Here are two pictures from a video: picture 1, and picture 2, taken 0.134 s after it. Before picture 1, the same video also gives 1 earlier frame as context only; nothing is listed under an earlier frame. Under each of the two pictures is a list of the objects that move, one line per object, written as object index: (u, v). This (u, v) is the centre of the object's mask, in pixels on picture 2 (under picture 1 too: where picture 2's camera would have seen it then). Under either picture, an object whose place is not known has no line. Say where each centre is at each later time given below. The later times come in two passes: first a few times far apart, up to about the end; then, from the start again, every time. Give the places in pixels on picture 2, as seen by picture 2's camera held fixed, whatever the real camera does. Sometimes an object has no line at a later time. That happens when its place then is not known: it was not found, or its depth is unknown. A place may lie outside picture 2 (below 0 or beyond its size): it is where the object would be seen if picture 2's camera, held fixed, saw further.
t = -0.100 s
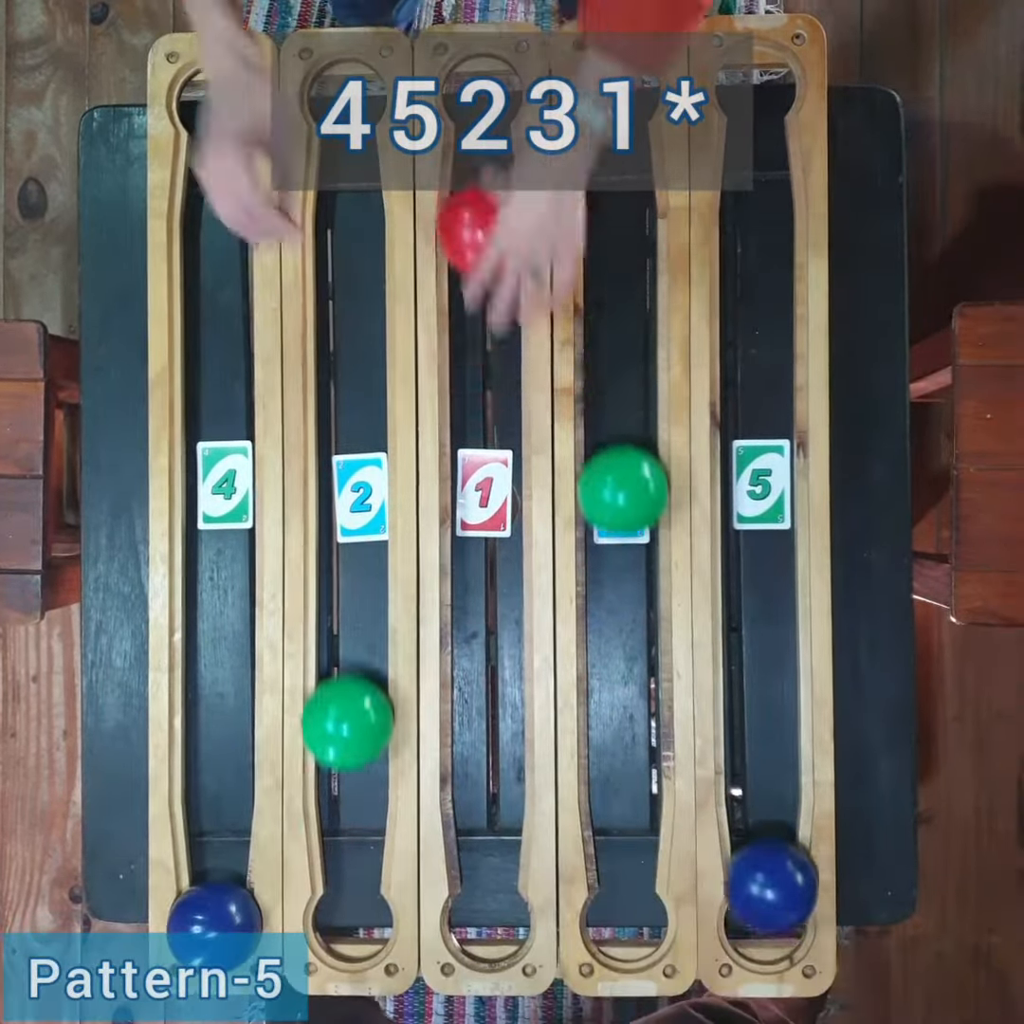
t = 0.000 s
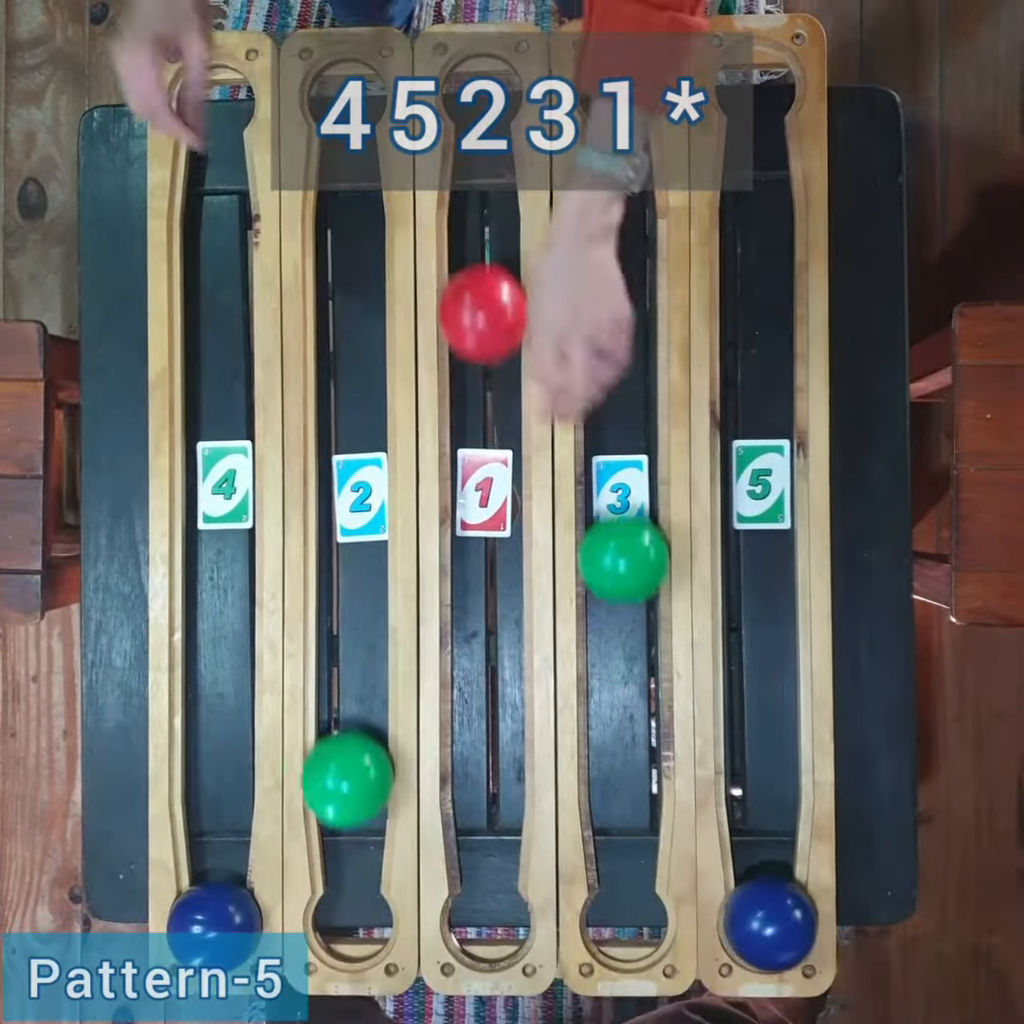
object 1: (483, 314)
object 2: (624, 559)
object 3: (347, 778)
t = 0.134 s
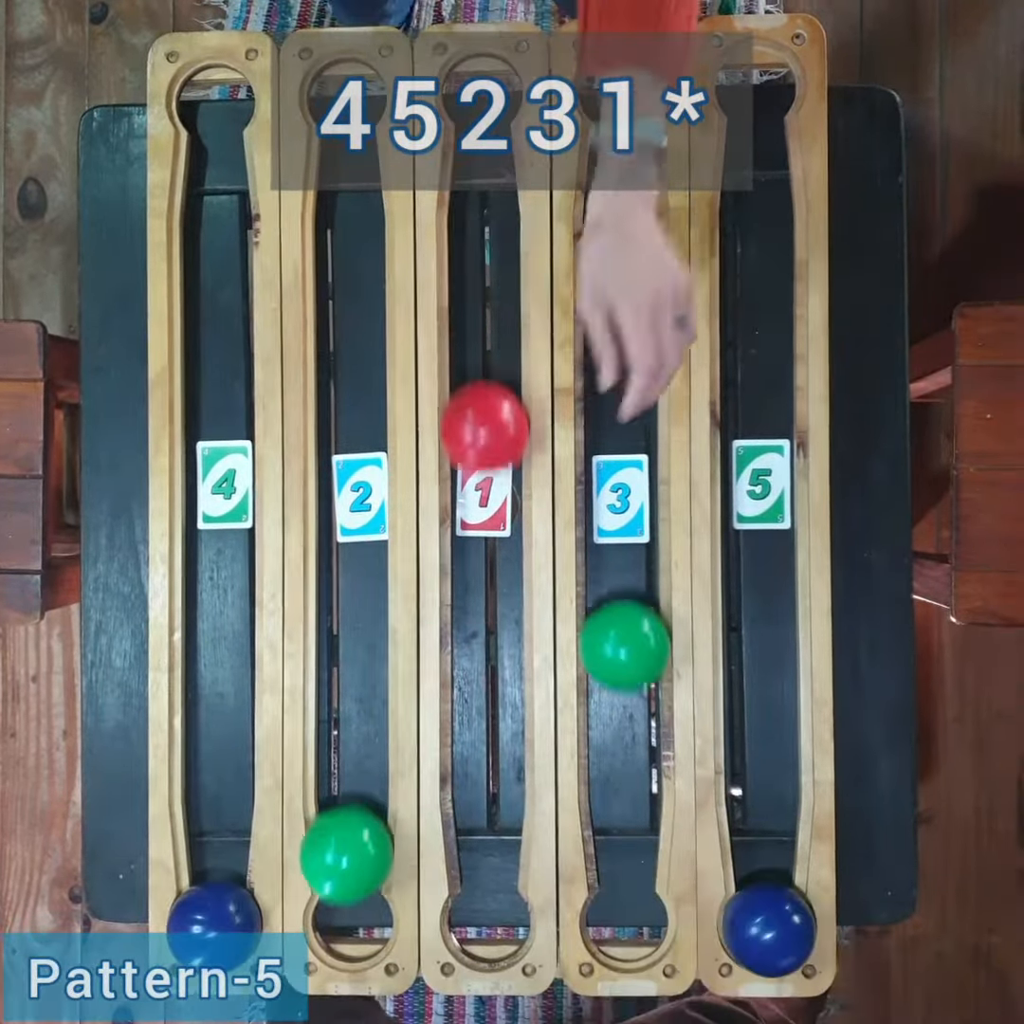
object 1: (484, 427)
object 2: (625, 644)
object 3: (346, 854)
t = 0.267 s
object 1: (485, 546)
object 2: (626, 730)
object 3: (349, 925)
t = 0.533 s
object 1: (486, 766)
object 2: (629, 900)
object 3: (348, 929)
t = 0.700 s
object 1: (488, 909)
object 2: (628, 935)
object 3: (349, 928)
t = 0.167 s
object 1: (485, 456)
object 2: (625, 666)
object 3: (346, 873)
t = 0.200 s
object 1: (485, 486)
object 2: (626, 688)
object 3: (345, 892)
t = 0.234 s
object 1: (485, 517)
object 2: (626, 709)
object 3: (346, 910)
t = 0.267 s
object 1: (485, 546)
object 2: (626, 730)
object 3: (349, 925)
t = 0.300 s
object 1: (486, 574)
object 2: (626, 751)
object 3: (347, 931)
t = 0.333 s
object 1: (485, 599)
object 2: (626, 773)
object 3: (346, 930)
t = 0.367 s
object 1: (486, 626)
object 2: (627, 794)
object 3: (349, 929)
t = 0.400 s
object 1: (485, 655)
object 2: (627, 816)
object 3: (349, 928)
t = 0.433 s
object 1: (486, 682)
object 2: (628, 837)
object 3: (349, 929)
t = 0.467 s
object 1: (487, 710)
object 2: (629, 859)
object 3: (349, 929)
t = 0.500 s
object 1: (486, 738)
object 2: (629, 881)
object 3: (349, 929)
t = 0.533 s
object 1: (486, 766)
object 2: (629, 900)
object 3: (348, 929)
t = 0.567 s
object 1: (486, 792)
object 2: (629, 917)
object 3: (349, 928)
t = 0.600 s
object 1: (487, 820)
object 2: (629, 931)
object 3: (349, 928)
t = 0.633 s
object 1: (487, 849)
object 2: (628, 937)
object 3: (349, 929)
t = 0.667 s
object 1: (488, 879)
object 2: (628, 938)
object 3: (349, 929)
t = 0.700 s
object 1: (488, 909)
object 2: (628, 935)
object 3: (349, 928)
